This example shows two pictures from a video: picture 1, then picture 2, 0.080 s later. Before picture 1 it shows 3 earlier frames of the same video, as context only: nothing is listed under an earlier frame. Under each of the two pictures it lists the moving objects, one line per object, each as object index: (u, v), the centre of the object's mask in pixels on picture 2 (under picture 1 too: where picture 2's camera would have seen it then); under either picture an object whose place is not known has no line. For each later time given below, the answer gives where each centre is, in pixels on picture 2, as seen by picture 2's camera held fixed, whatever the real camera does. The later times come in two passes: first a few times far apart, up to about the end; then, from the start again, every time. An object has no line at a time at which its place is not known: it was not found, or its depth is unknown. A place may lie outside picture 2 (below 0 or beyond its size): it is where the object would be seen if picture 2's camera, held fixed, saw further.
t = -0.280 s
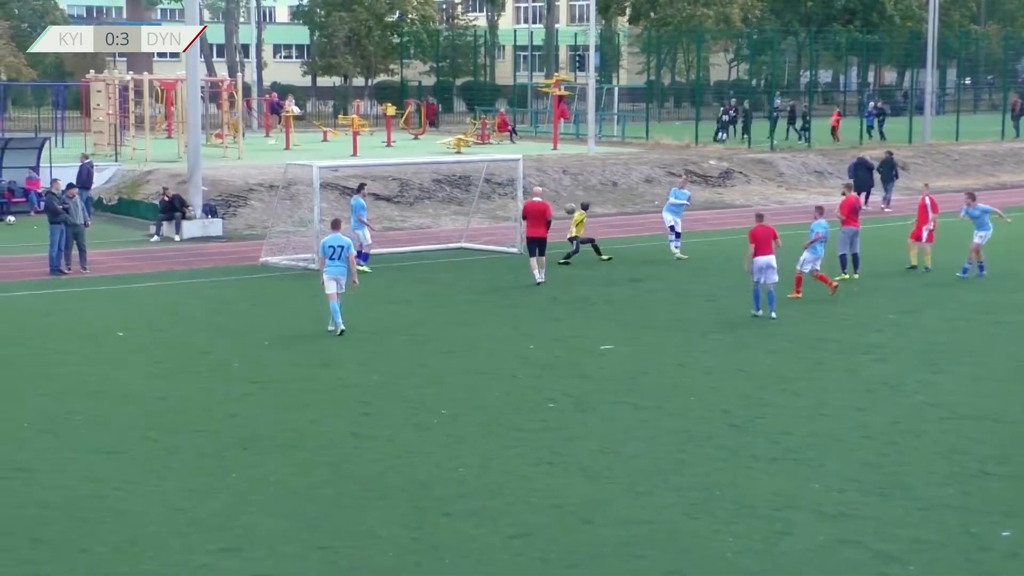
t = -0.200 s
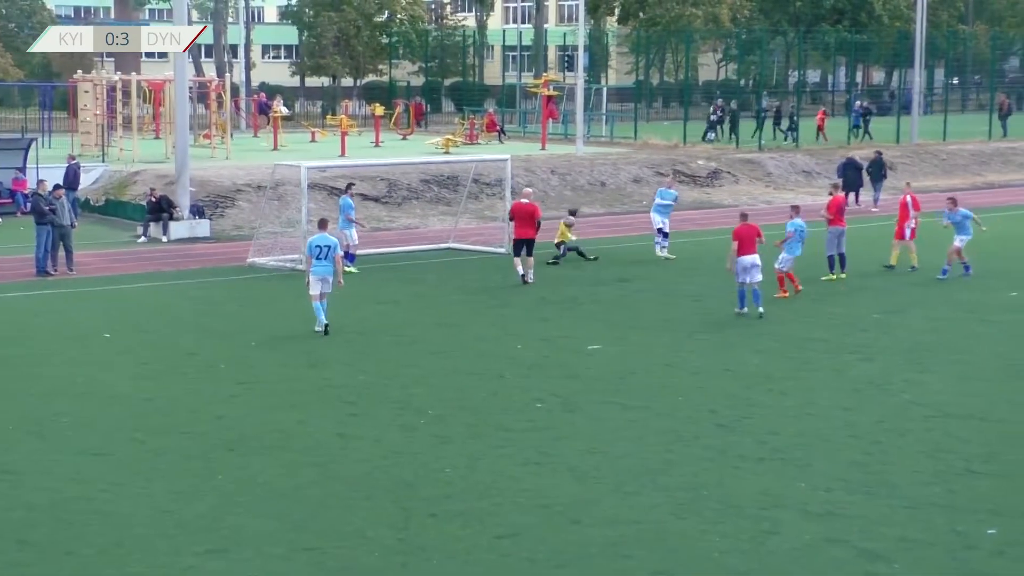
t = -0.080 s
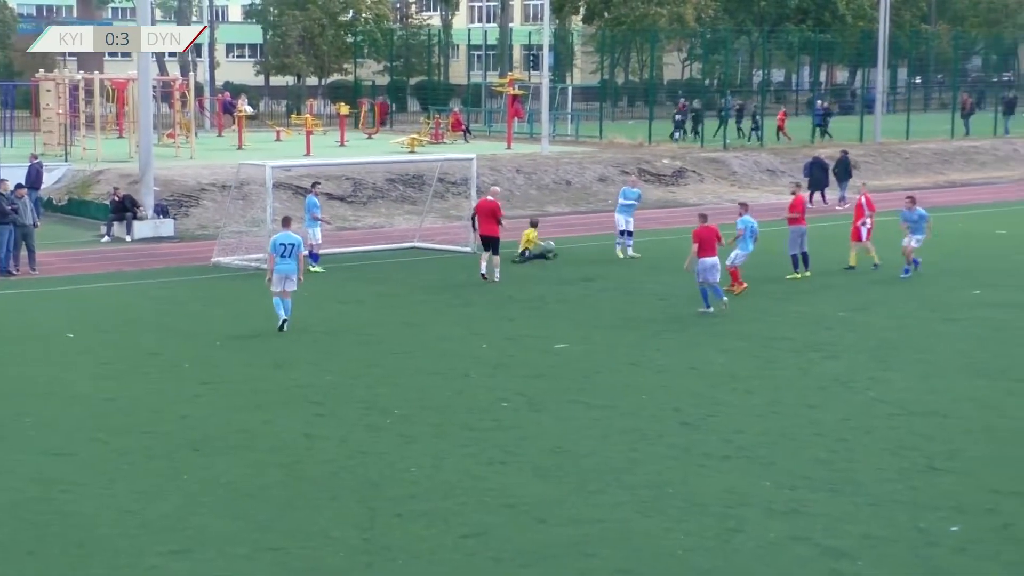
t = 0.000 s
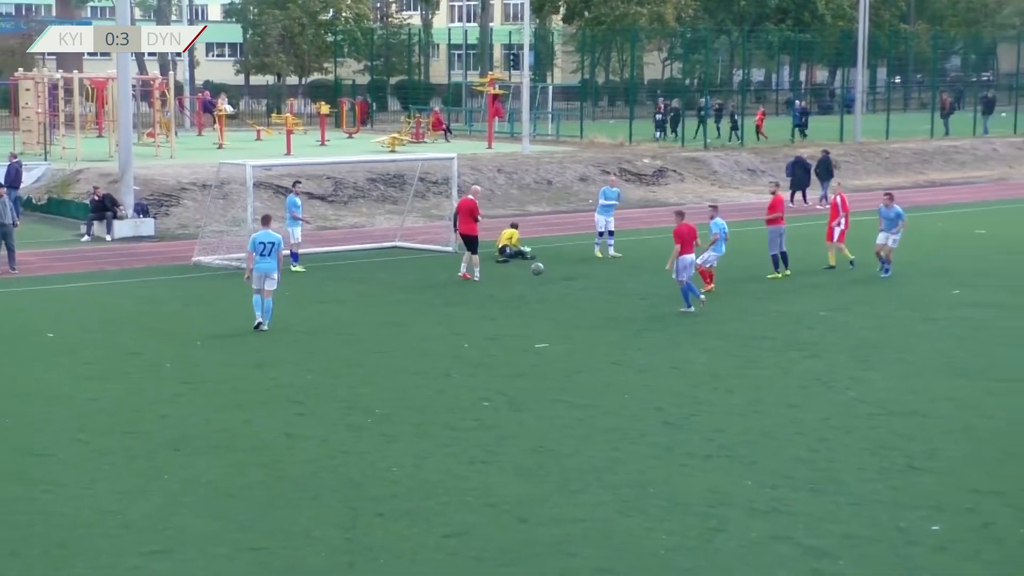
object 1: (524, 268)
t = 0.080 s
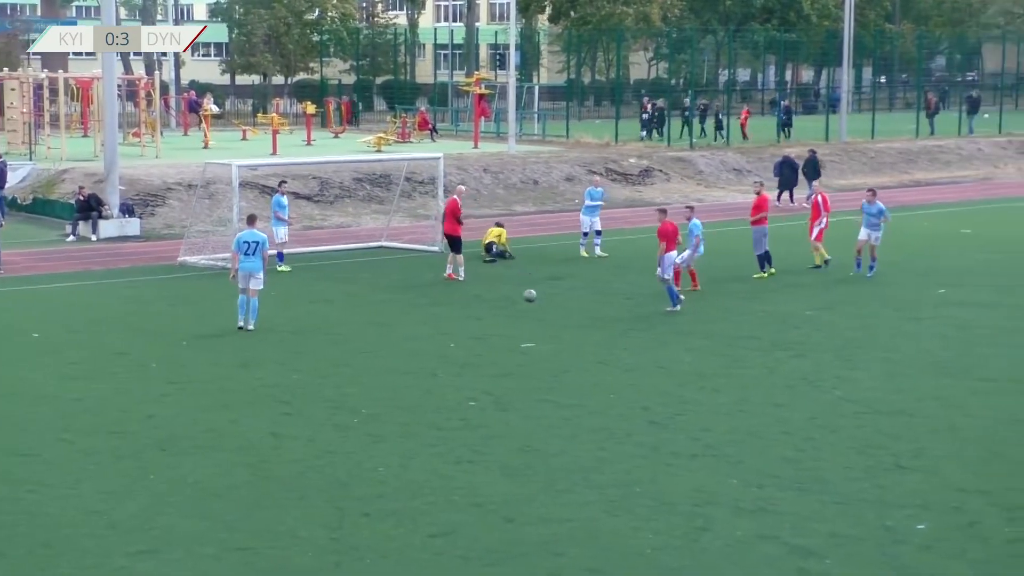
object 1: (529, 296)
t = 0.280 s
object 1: (535, 292)
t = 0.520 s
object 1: (536, 292)
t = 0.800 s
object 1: (531, 349)
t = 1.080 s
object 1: (531, 342)
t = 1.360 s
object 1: (528, 381)
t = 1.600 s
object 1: (522, 392)
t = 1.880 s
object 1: (513, 431)
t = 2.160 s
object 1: (498, 449)
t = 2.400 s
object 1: (482, 479)
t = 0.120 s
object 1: (532, 311)
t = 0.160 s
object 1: (533, 307)
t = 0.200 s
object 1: (534, 300)
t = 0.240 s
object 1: (535, 296)
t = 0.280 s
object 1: (535, 292)
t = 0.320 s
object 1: (536, 289)
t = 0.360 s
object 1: (536, 287)
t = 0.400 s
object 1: (536, 286)
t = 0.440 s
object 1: (537, 287)
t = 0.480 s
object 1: (536, 289)
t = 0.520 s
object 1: (536, 292)
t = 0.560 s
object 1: (536, 296)
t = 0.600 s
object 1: (536, 302)
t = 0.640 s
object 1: (535, 309)
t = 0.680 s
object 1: (535, 317)
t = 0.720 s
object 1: (534, 327)
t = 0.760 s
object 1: (532, 338)
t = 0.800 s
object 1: (531, 349)
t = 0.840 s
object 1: (531, 361)
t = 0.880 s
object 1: (531, 353)
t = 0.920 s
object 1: (532, 349)
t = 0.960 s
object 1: (531, 345)
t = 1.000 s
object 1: (531, 343)
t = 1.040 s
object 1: (532, 342)
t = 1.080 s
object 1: (531, 342)
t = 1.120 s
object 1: (531, 343)
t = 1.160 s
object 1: (531, 346)
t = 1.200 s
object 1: (530, 350)
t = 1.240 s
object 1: (529, 354)
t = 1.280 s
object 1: (529, 362)
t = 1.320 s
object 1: (528, 371)
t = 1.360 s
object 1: (528, 381)
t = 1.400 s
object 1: (527, 394)
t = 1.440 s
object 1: (526, 404)
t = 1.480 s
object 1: (525, 399)
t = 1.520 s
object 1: (524, 395)
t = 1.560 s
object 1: (523, 393)
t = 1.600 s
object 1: (522, 392)
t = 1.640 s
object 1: (521, 393)
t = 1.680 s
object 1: (520, 396)
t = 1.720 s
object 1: (519, 400)
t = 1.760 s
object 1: (518, 405)
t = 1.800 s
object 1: (516, 412)
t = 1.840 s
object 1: (514, 421)
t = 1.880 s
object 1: (513, 431)
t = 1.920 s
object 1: (511, 444)
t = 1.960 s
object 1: (508, 443)
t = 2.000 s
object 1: (507, 441)
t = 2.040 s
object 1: (505, 440)
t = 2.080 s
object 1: (502, 442)
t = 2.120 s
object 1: (500, 445)
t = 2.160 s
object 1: (498, 449)
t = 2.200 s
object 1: (495, 456)
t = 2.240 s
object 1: (493, 464)
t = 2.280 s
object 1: (490, 474)
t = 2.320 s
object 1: (488, 480)
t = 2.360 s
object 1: (485, 479)
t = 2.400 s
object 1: (482, 479)
